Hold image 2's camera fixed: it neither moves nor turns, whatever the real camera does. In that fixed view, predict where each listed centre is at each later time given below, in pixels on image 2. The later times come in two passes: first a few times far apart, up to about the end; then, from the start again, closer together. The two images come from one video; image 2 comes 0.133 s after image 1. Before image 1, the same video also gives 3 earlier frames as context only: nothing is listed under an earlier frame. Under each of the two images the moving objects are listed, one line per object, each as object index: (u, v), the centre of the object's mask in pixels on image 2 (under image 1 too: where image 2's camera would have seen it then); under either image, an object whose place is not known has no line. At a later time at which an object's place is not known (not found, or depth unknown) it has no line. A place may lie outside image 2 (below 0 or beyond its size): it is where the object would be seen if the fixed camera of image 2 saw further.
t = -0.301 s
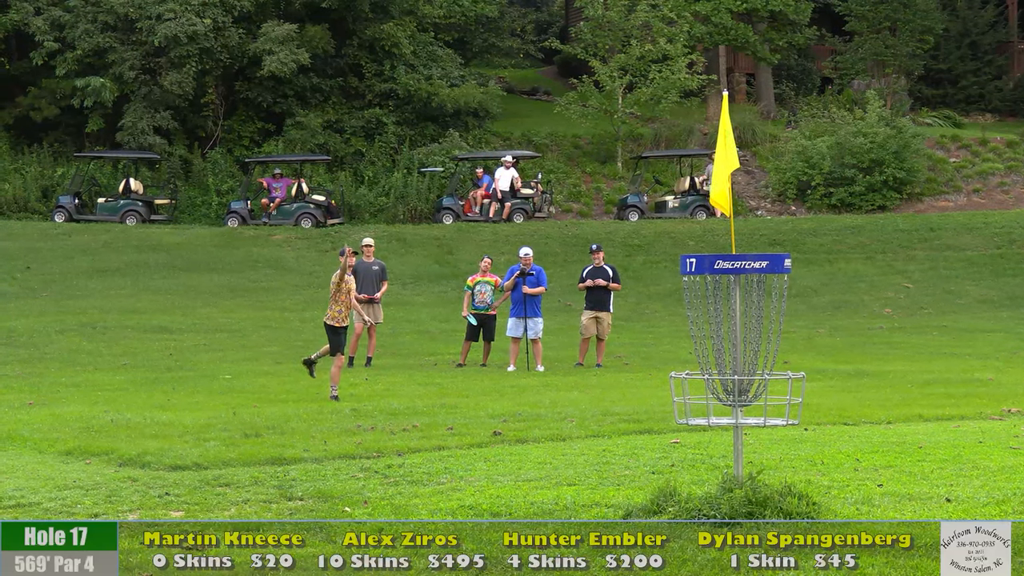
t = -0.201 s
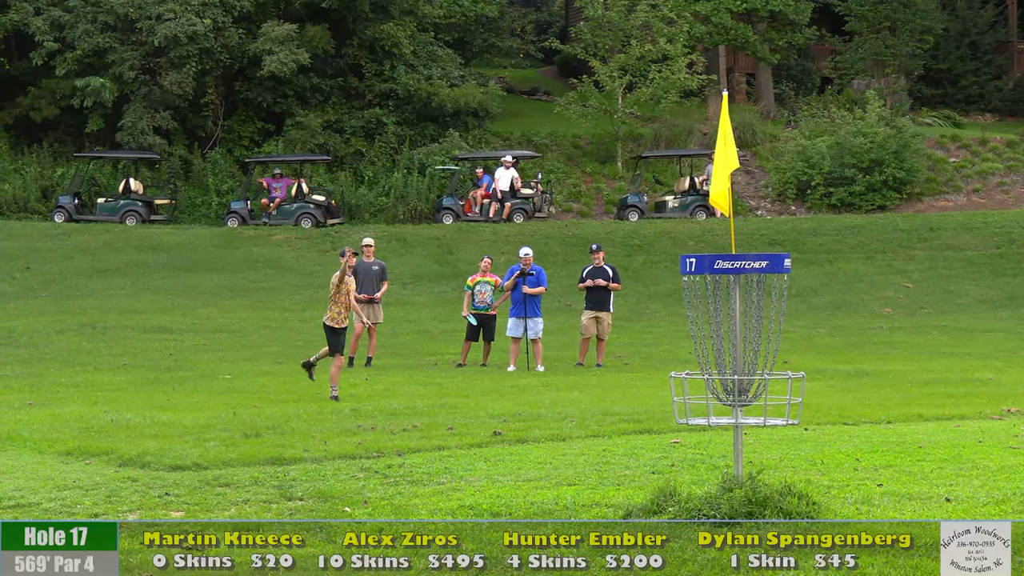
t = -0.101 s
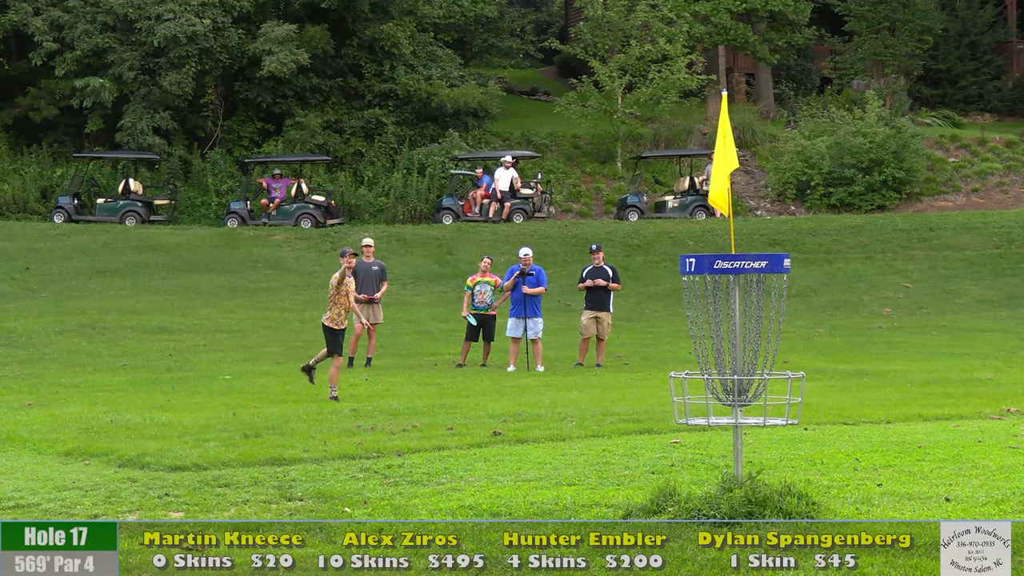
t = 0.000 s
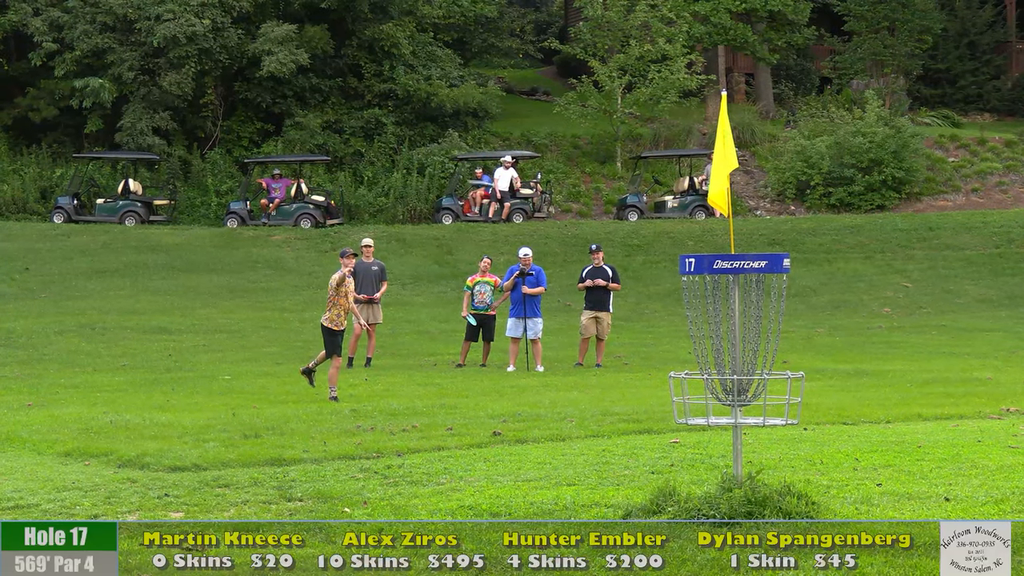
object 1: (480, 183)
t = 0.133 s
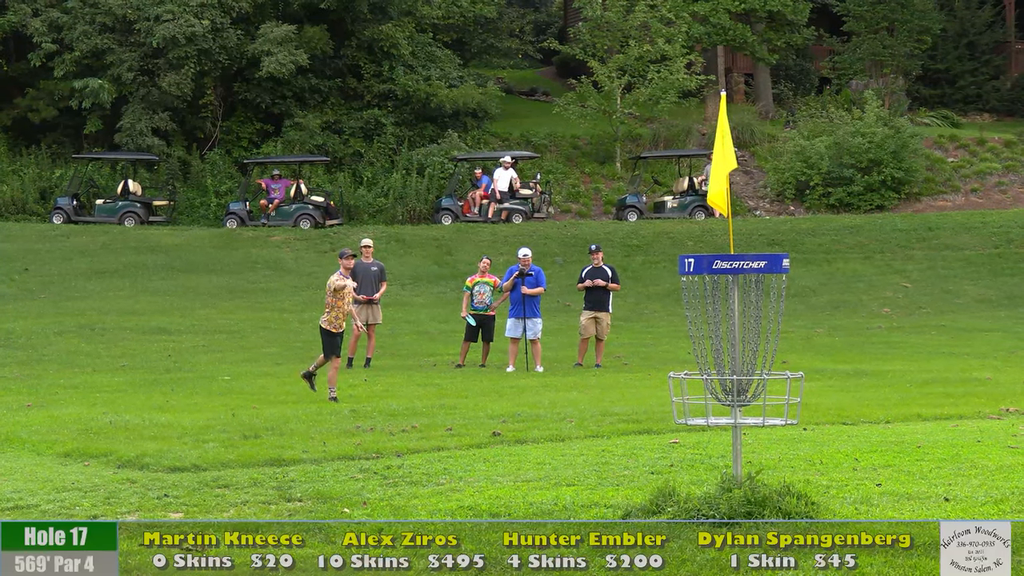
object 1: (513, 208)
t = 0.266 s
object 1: (547, 242)
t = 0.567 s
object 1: (679, 366)
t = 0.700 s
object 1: (752, 466)
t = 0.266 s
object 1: (547, 242)
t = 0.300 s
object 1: (558, 252)
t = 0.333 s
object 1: (569, 263)
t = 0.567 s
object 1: (679, 366)
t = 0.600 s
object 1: (697, 385)
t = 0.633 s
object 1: (718, 409)
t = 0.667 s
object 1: (726, 433)
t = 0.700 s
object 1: (752, 466)
